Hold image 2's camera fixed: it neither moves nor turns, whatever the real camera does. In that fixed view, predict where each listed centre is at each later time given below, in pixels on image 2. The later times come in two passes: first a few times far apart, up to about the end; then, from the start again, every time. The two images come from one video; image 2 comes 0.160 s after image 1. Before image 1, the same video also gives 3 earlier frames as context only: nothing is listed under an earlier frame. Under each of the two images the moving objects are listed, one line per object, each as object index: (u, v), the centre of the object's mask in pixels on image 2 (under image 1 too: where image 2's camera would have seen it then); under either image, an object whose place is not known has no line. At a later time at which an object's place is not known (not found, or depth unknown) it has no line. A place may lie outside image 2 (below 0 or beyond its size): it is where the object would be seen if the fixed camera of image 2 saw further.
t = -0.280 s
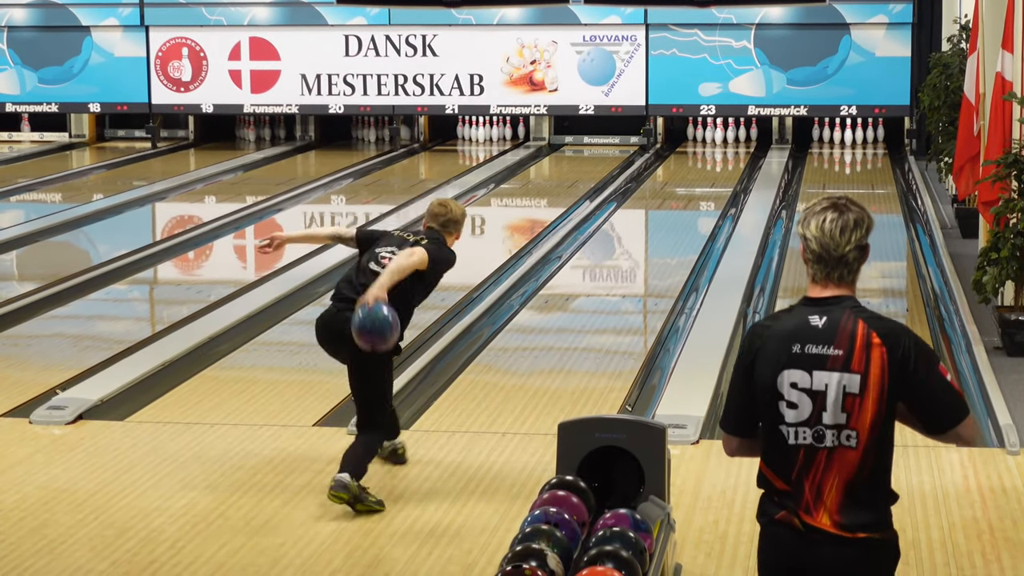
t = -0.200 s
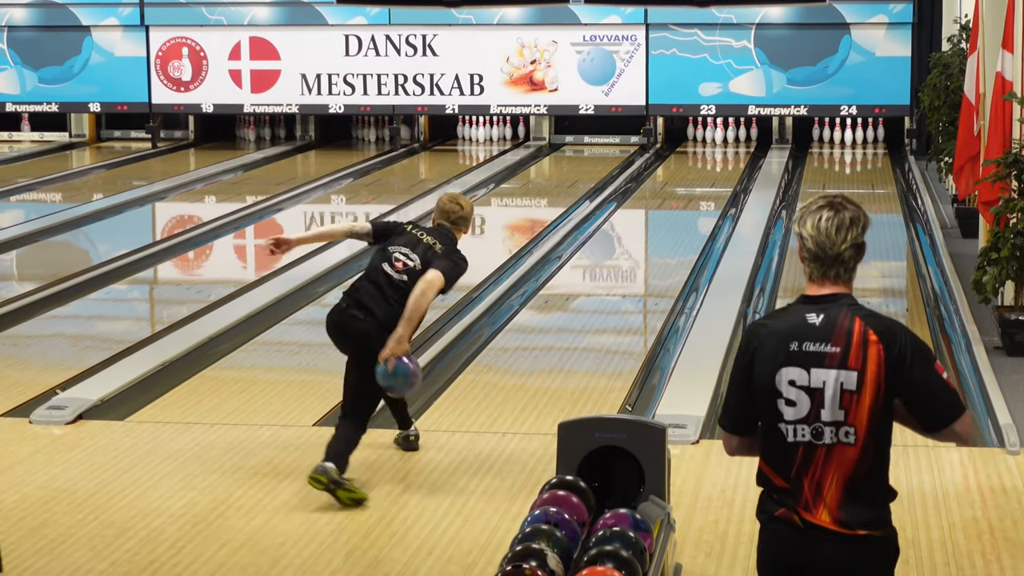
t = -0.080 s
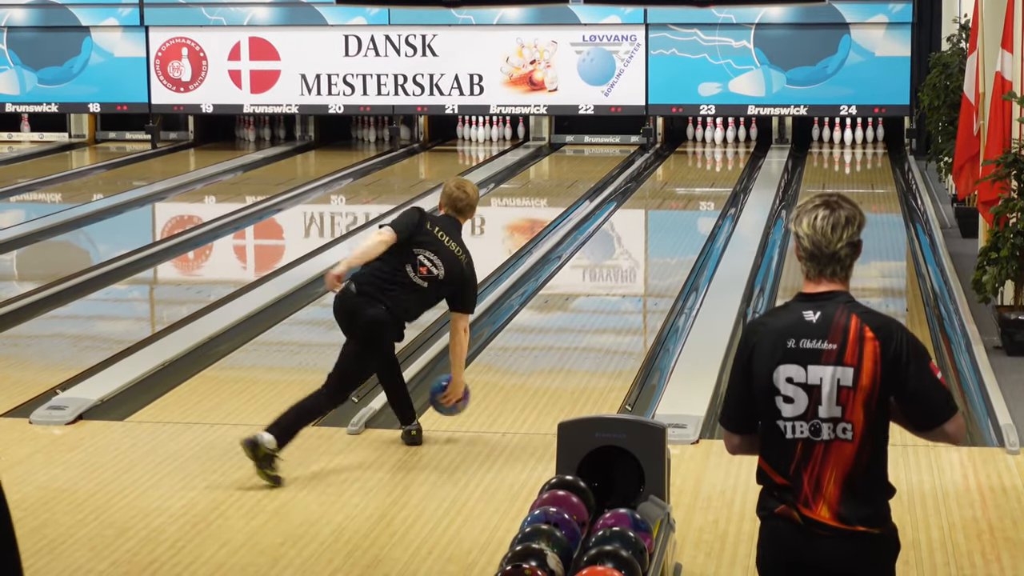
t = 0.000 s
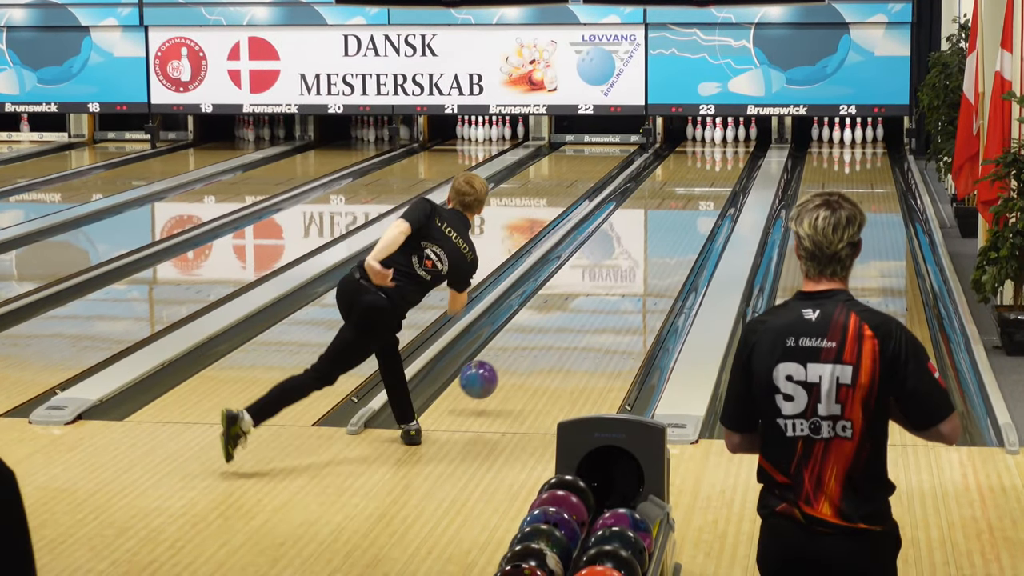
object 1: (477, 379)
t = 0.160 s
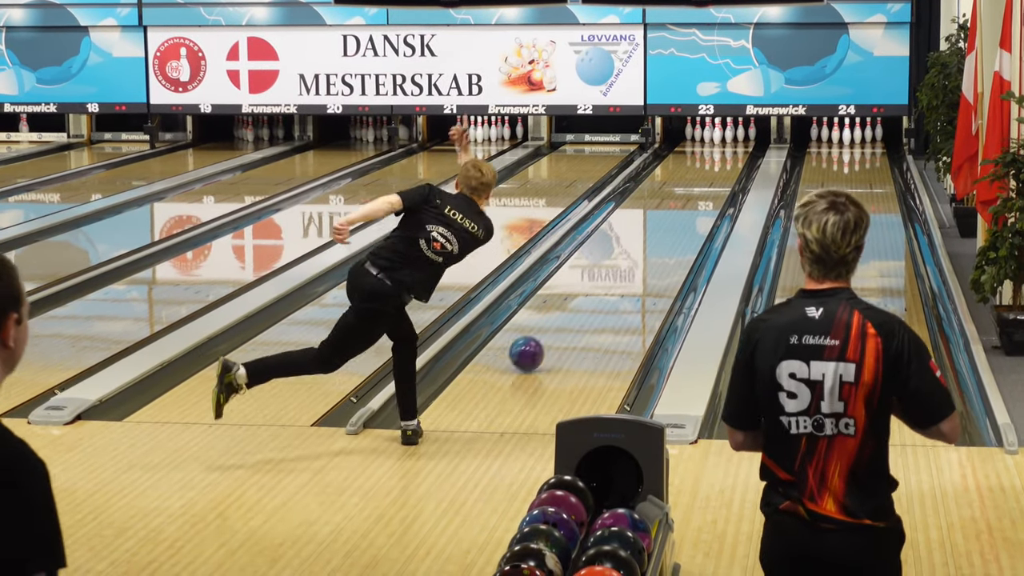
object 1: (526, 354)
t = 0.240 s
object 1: (547, 336)
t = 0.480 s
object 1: (598, 290)
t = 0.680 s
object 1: (631, 261)
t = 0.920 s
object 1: (662, 231)
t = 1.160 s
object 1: (686, 208)
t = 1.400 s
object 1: (705, 188)
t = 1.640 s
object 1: (719, 172)
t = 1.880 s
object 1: (725, 159)
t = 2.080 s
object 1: (724, 149)
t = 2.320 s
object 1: (718, 139)
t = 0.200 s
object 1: (537, 345)
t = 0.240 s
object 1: (547, 336)
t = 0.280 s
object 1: (557, 327)
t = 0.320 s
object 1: (566, 319)
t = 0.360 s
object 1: (574, 311)
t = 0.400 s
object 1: (583, 304)
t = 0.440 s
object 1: (591, 297)
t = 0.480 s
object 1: (598, 290)
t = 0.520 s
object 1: (605, 283)
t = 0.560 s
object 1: (612, 278)
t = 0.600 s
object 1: (619, 272)
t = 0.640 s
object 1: (625, 266)
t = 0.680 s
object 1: (631, 261)
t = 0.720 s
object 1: (636, 255)
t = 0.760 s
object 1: (642, 250)
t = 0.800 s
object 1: (647, 245)
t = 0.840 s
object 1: (652, 241)
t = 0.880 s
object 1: (657, 236)
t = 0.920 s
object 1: (662, 231)
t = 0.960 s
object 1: (666, 227)
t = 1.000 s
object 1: (671, 223)
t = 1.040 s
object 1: (675, 219)
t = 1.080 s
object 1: (679, 215)
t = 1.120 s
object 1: (683, 211)
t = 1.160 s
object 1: (686, 208)
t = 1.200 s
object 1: (690, 204)
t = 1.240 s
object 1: (693, 201)
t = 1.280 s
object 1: (696, 198)
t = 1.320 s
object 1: (700, 194)
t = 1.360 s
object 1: (702, 191)
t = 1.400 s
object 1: (705, 188)
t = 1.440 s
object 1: (708, 186)
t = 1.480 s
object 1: (710, 182)
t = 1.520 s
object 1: (713, 180)
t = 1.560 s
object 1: (715, 178)
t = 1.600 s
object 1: (717, 174)
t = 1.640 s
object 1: (719, 172)
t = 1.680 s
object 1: (720, 170)
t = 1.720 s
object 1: (721, 167)
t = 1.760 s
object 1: (723, 165)
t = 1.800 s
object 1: (724, 163)
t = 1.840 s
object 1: (724, 161)
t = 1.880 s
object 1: (725, 159)
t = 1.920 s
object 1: (726, 156)
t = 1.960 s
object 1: (725, 155)
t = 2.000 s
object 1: (725, 152)
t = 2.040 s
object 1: (725, 151)
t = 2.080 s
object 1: (724, 149)
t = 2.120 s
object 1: (724, 148)
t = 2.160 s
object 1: (723, 146)
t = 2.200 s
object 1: (722, 145)
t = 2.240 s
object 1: (720, 142)
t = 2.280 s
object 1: (719, 141)
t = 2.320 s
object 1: (718, 139)
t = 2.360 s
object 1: (718, 138)
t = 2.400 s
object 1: (718, 137)
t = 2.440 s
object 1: (717, 136)
